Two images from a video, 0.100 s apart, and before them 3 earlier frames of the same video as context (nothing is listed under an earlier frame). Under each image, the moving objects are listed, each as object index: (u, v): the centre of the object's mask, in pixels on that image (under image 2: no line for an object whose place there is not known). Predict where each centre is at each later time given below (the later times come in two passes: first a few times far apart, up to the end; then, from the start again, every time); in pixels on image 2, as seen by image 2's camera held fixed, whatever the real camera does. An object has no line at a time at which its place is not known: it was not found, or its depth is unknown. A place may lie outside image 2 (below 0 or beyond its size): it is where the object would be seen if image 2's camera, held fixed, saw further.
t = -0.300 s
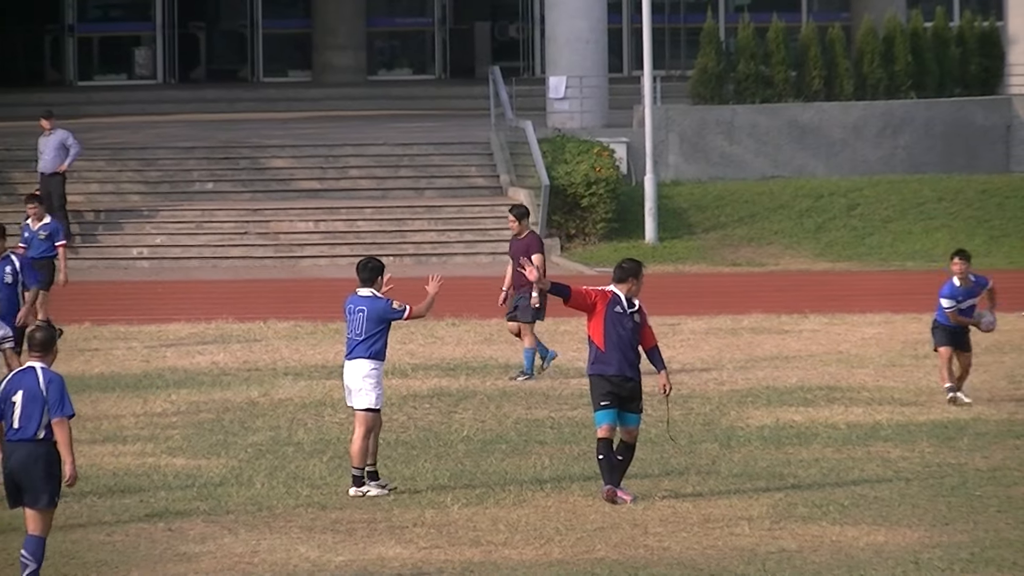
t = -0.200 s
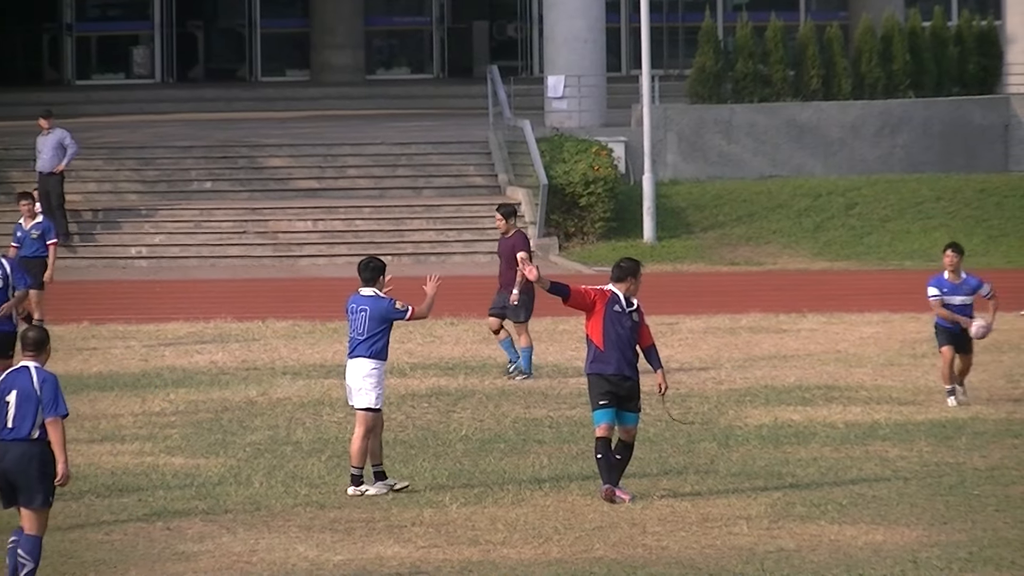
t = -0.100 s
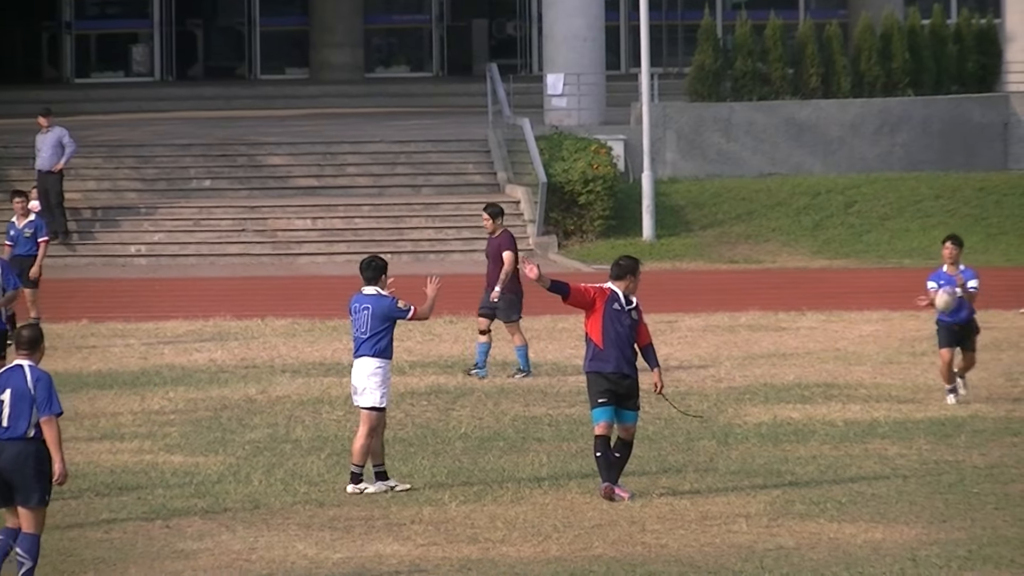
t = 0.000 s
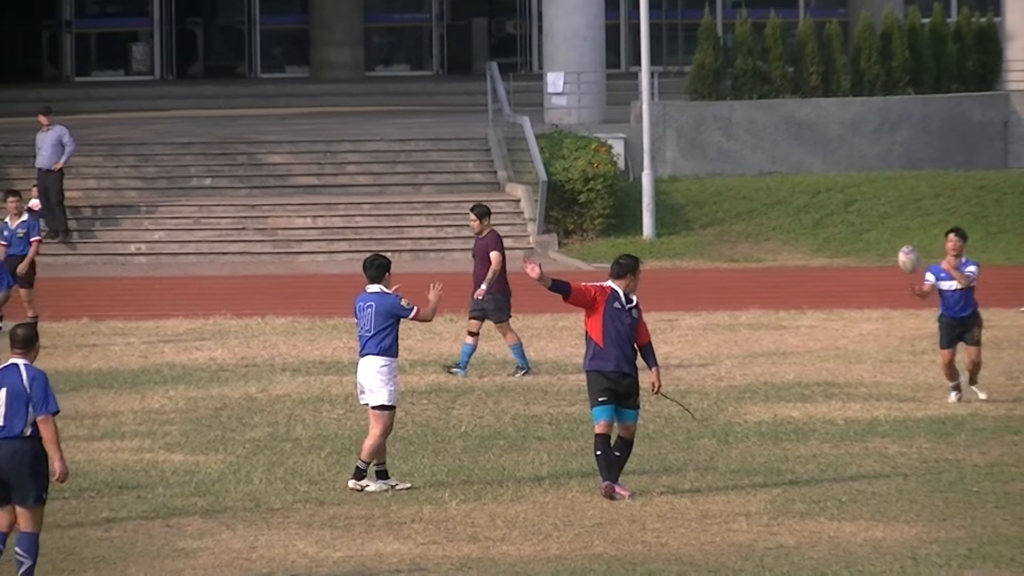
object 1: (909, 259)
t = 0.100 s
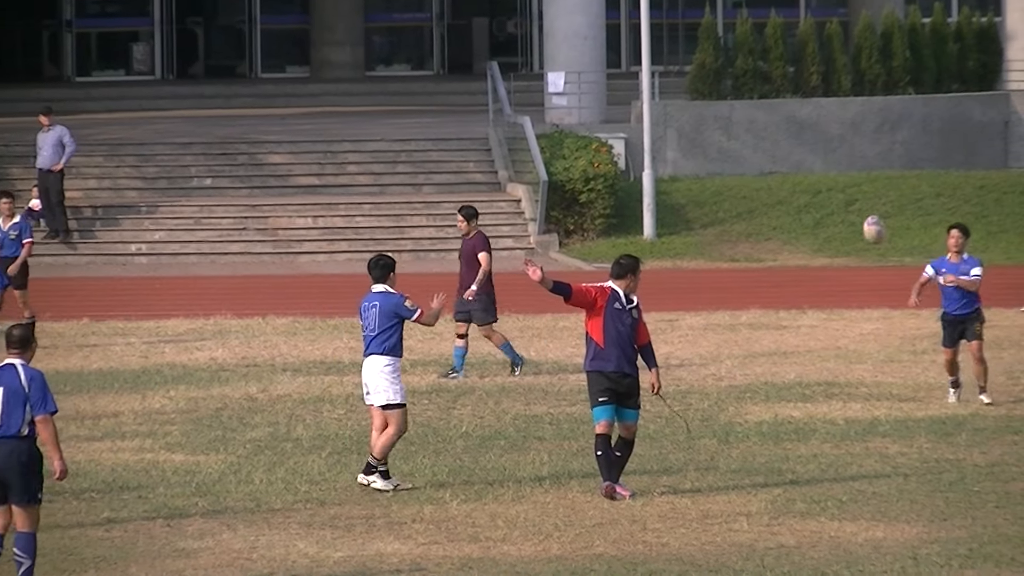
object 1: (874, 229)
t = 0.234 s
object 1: (831, 202)
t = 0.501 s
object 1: (747, 196)
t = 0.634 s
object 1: (703, 221)
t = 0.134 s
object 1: (861, 220)
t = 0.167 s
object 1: (852, 214)
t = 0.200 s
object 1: (841, 207)
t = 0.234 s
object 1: (831, 202)
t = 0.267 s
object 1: (820, 198)
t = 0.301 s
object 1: (810, 194)
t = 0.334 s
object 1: (800, 192)
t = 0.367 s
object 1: (789, 192)
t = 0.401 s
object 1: (778, 191)
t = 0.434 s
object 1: (767, 192)
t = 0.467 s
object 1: (758, 194)
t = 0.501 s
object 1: (747, 196)
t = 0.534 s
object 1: (735, 200)
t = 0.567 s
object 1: (725, 206)
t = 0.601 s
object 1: (715, 213)
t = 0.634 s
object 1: (703, 221)
